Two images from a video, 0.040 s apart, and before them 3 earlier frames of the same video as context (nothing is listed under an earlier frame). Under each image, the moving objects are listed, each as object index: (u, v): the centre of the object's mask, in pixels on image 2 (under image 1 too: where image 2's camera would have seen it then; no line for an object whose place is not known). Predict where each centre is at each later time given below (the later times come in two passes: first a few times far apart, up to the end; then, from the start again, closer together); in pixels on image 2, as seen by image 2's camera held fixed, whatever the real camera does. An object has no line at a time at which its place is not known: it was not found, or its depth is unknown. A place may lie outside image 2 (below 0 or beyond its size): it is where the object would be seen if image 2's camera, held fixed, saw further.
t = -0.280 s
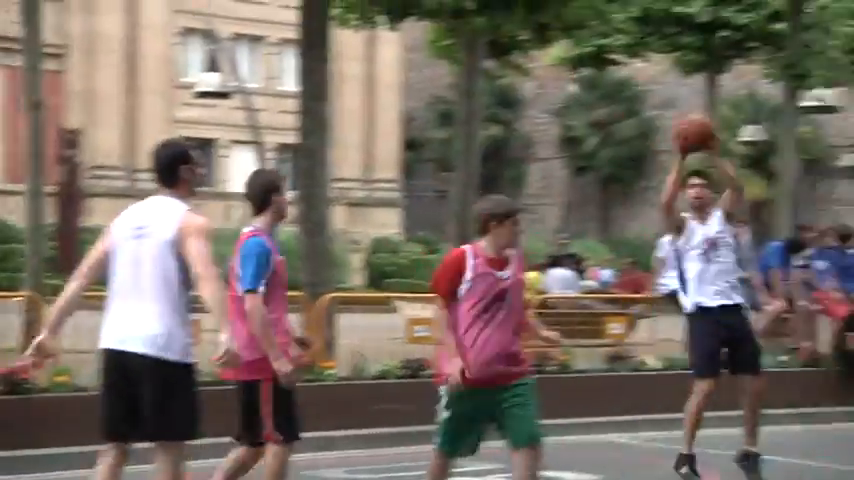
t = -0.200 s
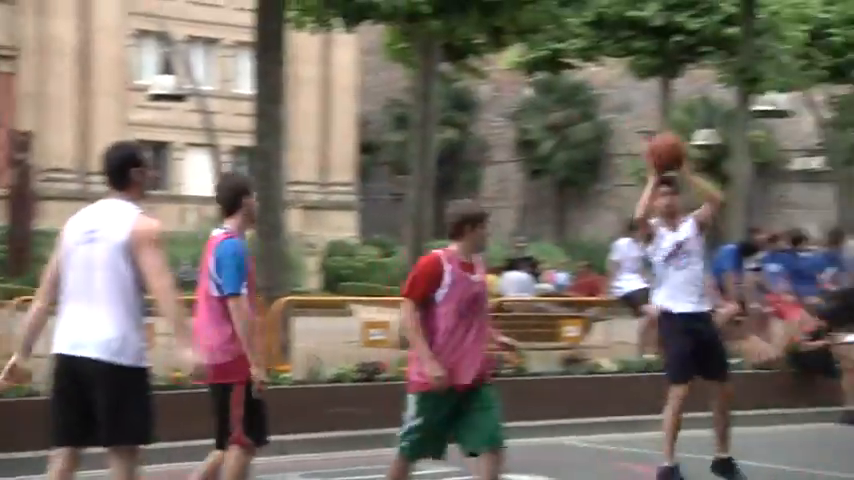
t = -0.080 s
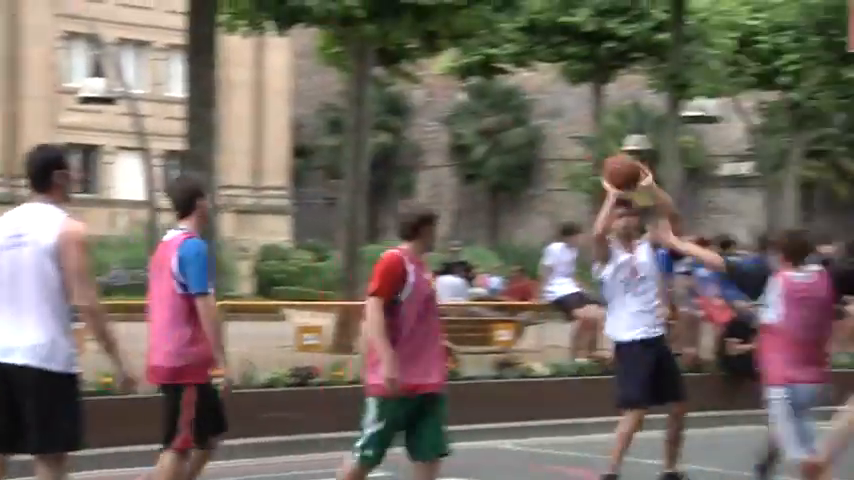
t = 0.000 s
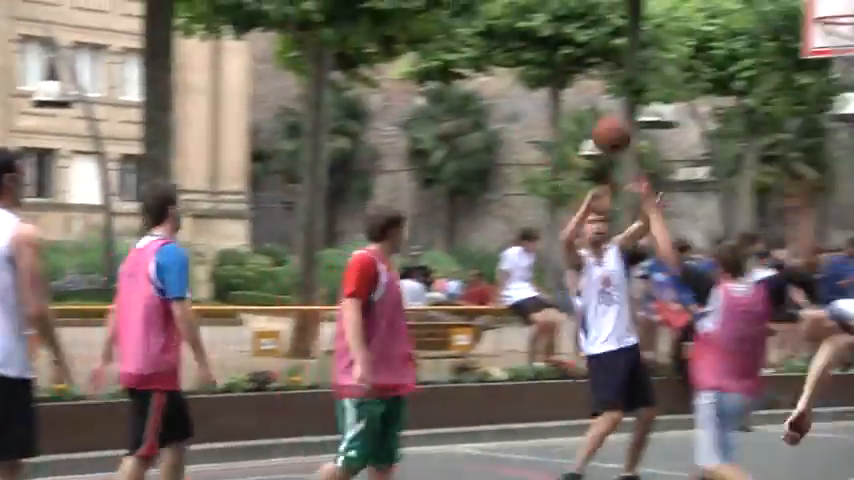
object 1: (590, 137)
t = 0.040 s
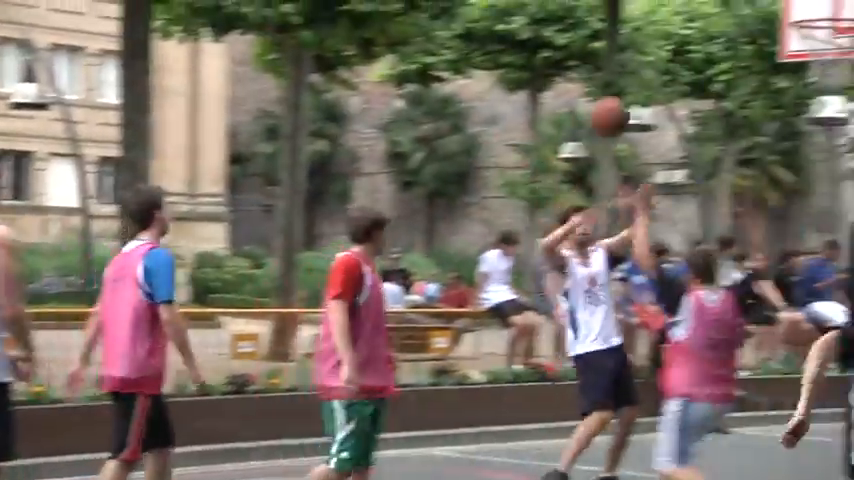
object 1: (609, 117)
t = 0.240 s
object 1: (715, 46)
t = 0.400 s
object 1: (811, 32)
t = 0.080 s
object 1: (629, 98)
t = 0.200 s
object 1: (693, 56)
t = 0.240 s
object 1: (715, 46)
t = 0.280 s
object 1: (737, 38)
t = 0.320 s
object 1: (761, 33)
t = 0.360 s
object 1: (785, 32)
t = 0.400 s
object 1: (811, 32)
